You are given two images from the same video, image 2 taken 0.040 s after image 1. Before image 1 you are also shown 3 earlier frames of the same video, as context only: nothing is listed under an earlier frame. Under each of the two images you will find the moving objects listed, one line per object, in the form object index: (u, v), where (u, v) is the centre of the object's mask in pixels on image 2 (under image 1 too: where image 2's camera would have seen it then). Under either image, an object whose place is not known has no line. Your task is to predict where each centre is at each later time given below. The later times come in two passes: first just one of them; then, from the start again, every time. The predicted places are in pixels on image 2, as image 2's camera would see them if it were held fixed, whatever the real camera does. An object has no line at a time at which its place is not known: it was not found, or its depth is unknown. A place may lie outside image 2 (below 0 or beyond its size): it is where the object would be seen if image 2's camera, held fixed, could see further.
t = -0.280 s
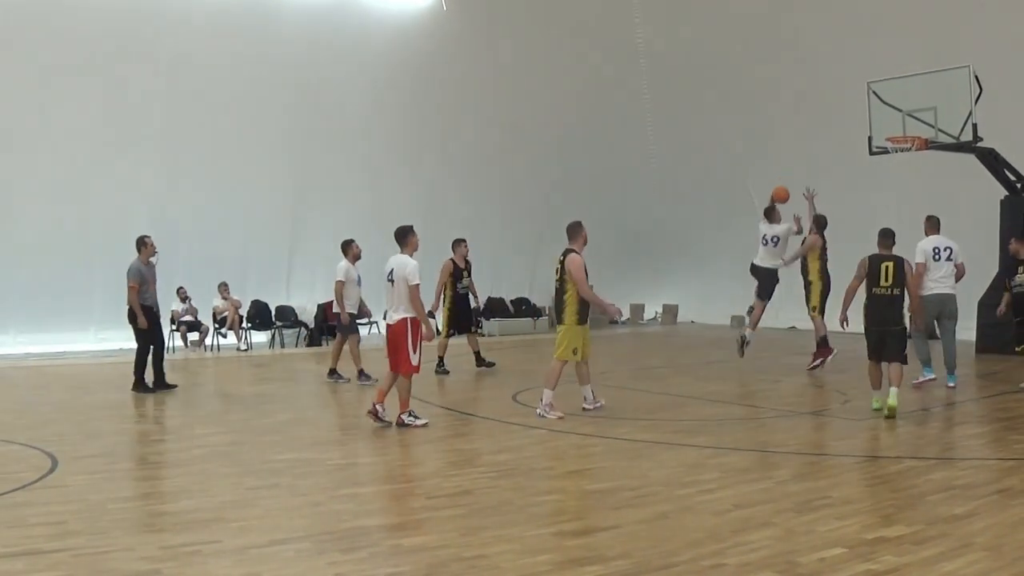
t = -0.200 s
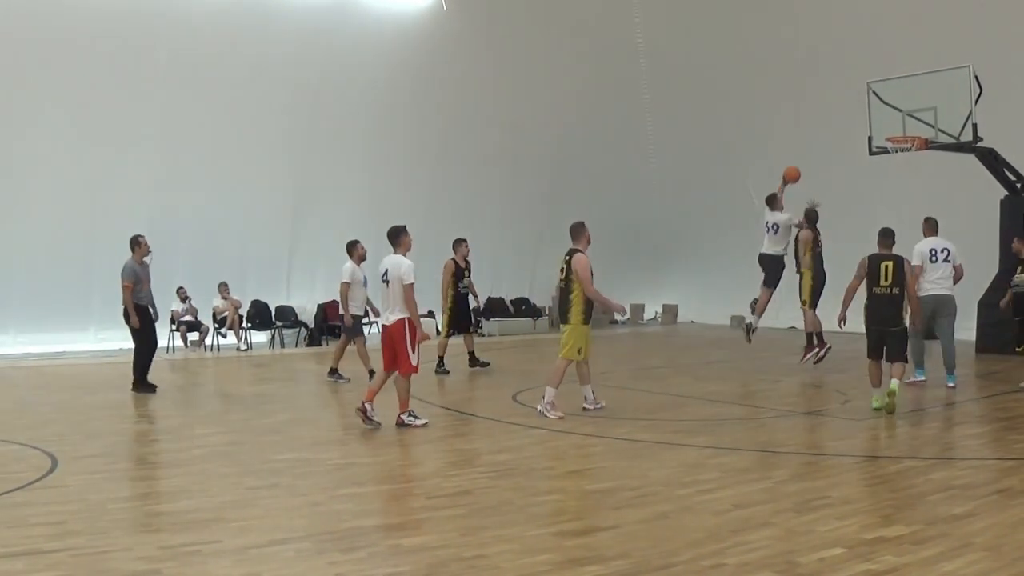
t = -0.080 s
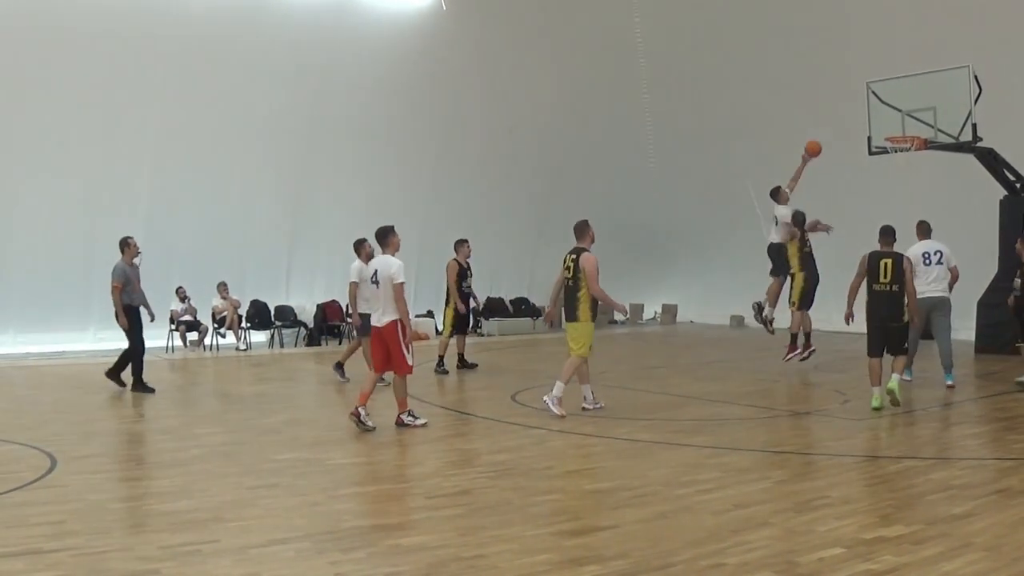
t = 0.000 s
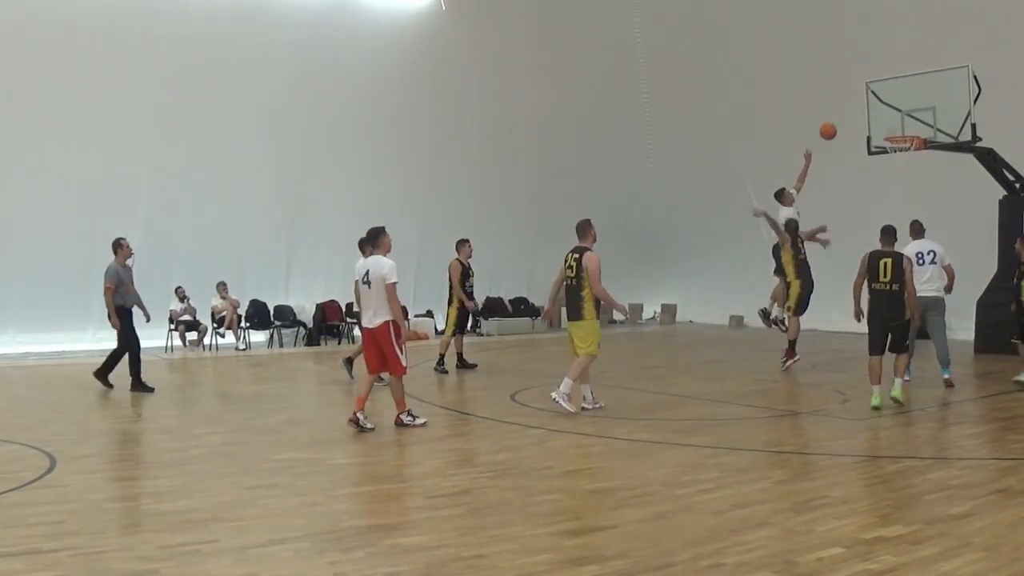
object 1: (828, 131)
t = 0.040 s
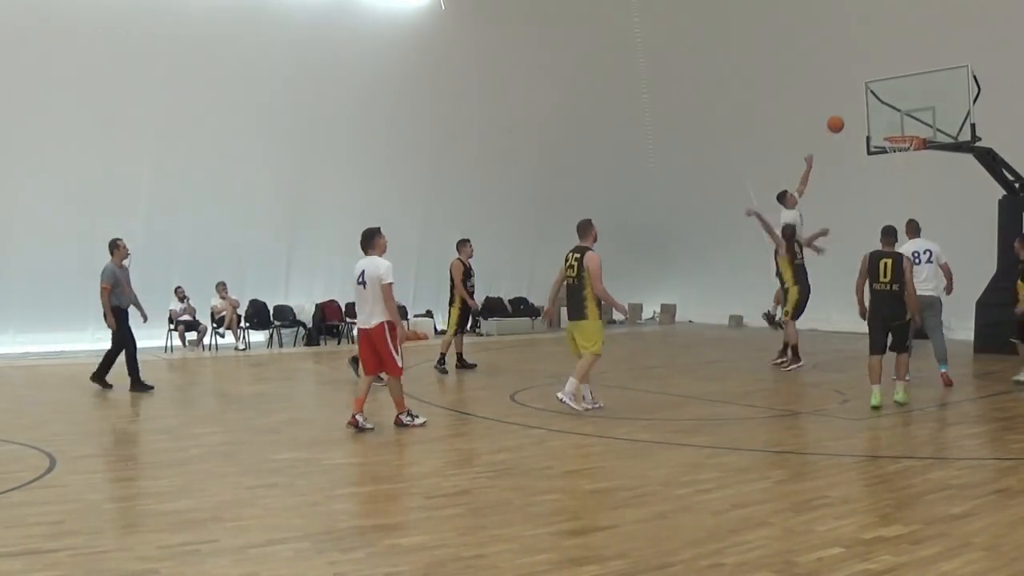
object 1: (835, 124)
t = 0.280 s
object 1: (883, 107)
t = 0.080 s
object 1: (843, 118)
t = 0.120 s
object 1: (851, 114)
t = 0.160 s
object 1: (858, 110)
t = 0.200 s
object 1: (866, 108)
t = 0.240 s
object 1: (874, 107)
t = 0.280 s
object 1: (883, 107)
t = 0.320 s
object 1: (891, 108)
